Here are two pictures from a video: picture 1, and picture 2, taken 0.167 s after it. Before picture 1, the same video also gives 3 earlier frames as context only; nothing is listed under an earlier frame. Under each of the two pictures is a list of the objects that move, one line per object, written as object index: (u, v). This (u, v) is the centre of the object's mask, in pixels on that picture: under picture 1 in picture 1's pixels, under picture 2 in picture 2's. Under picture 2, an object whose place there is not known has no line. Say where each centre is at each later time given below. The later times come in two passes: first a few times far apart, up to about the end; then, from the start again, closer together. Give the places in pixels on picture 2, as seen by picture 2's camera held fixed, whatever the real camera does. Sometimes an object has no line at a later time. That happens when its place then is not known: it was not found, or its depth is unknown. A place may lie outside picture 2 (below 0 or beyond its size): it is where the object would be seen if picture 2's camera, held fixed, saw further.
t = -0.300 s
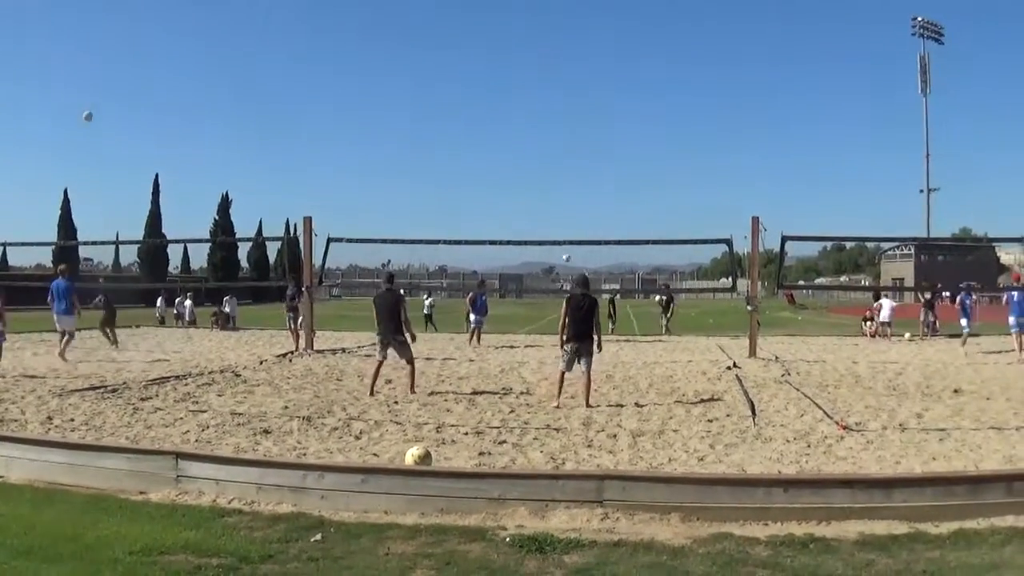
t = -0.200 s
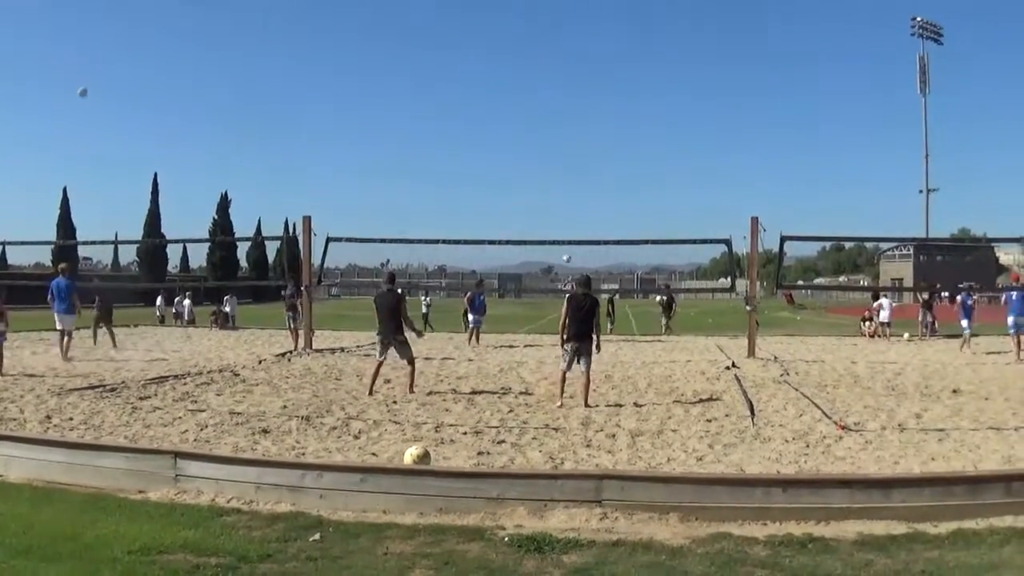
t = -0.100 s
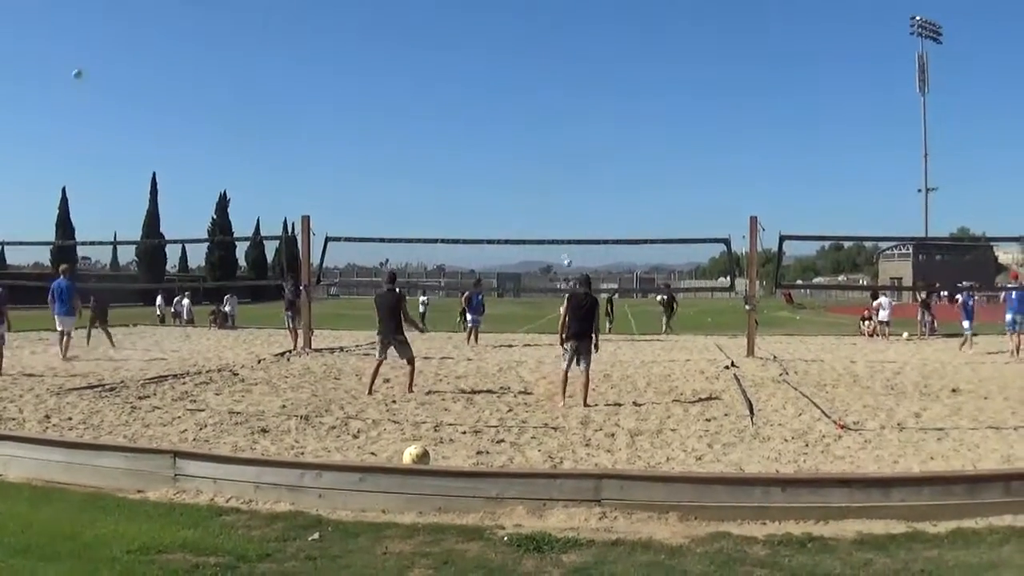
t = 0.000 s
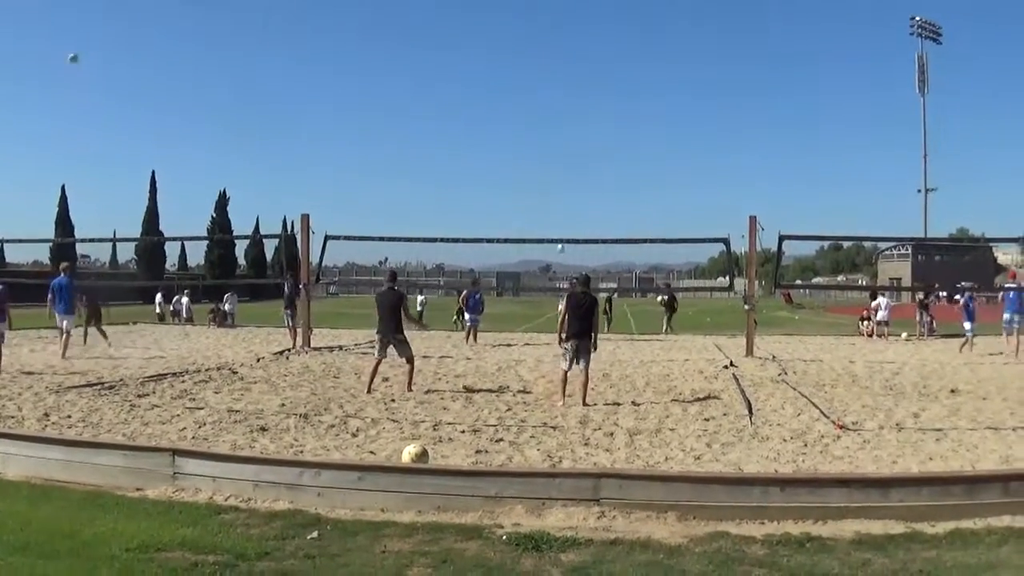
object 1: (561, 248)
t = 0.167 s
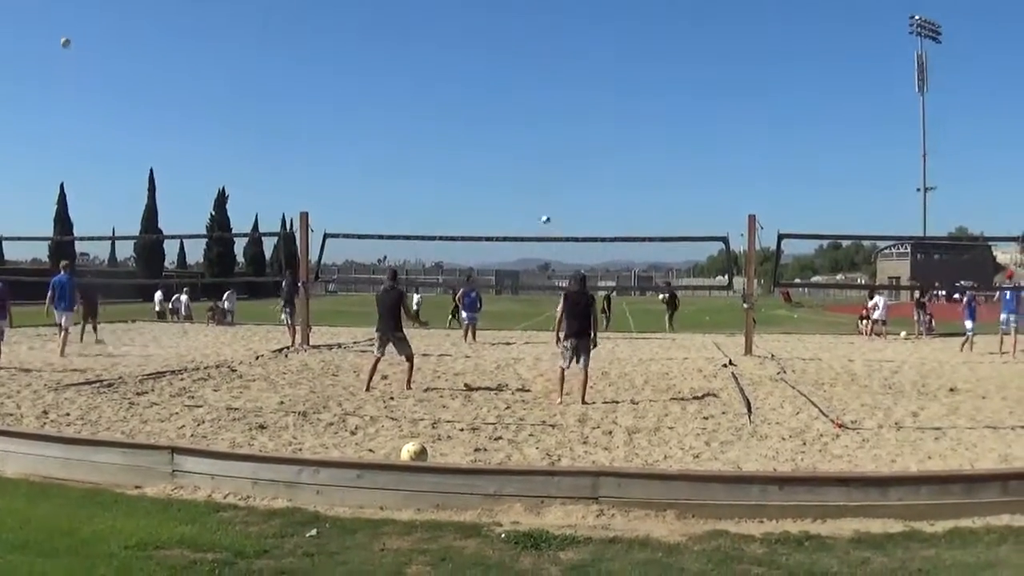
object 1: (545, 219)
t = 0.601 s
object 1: (509, 183)
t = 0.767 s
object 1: (495, 190)
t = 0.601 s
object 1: (509, 183)
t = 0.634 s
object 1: (506, 183)
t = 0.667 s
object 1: (503, 183)
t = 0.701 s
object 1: (500, 185)
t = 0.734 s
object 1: (498, 187)
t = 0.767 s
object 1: (495, 190)
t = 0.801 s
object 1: (492, 193)
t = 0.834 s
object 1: (490, 198)
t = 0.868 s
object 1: (487, 202)
